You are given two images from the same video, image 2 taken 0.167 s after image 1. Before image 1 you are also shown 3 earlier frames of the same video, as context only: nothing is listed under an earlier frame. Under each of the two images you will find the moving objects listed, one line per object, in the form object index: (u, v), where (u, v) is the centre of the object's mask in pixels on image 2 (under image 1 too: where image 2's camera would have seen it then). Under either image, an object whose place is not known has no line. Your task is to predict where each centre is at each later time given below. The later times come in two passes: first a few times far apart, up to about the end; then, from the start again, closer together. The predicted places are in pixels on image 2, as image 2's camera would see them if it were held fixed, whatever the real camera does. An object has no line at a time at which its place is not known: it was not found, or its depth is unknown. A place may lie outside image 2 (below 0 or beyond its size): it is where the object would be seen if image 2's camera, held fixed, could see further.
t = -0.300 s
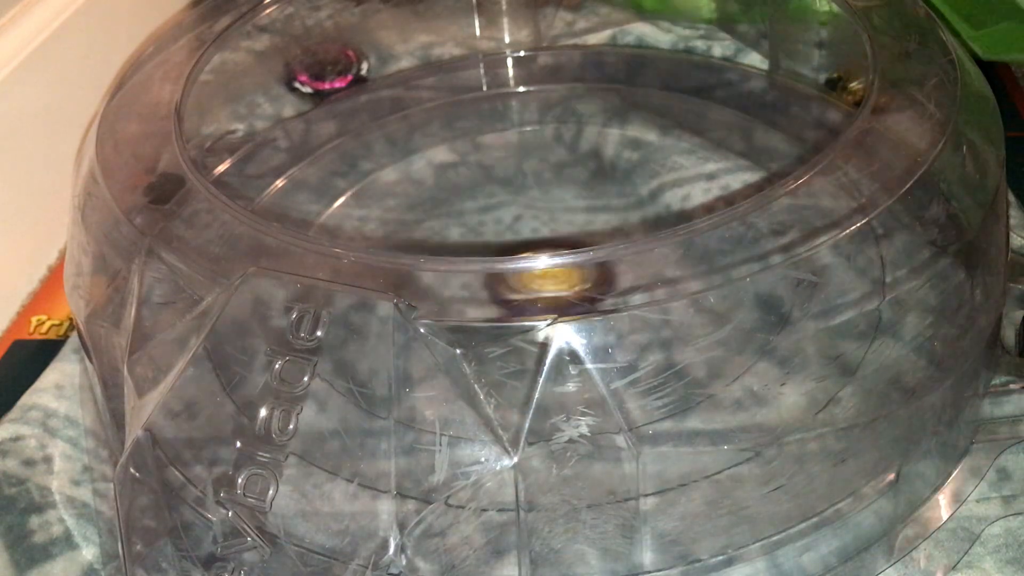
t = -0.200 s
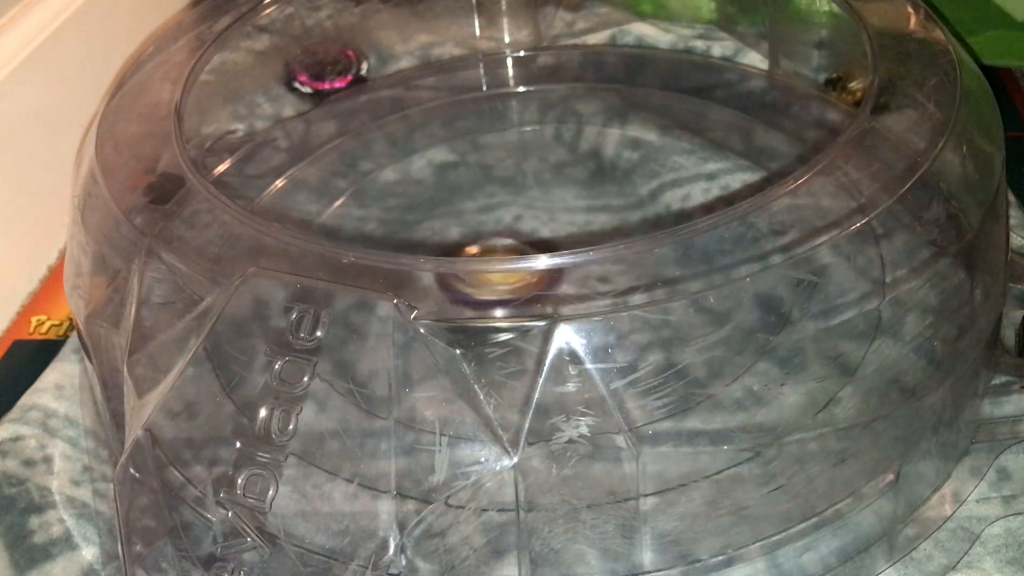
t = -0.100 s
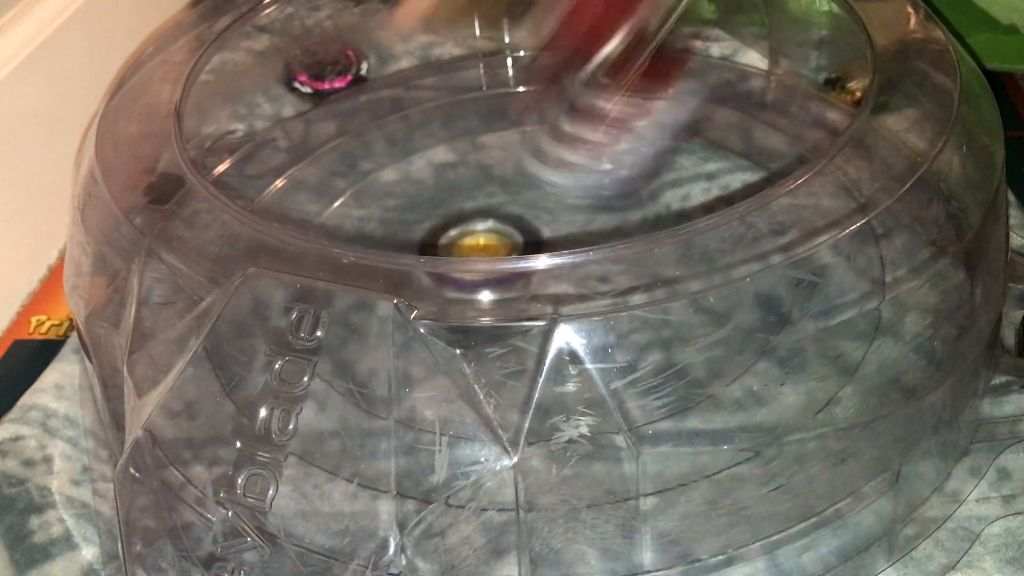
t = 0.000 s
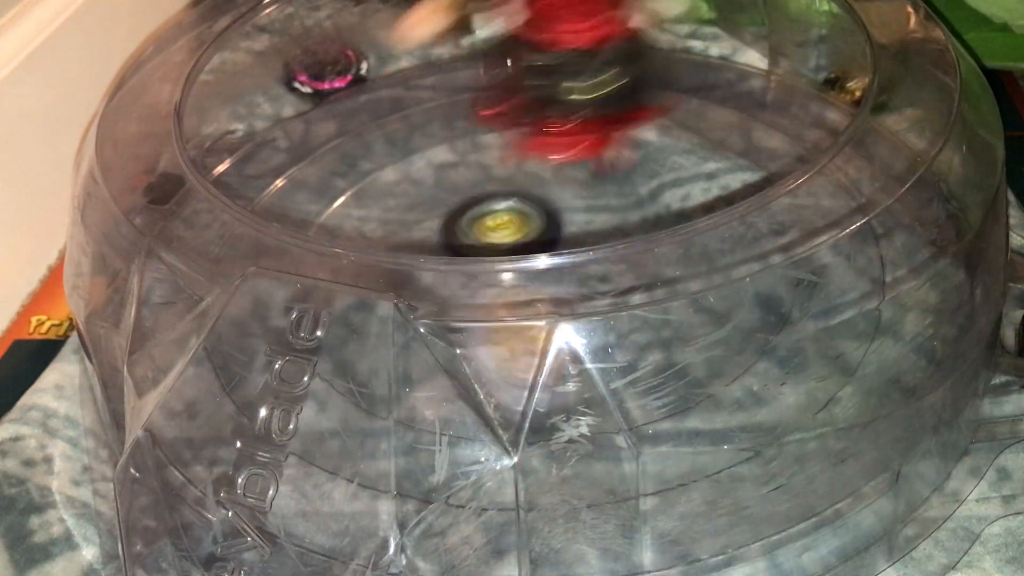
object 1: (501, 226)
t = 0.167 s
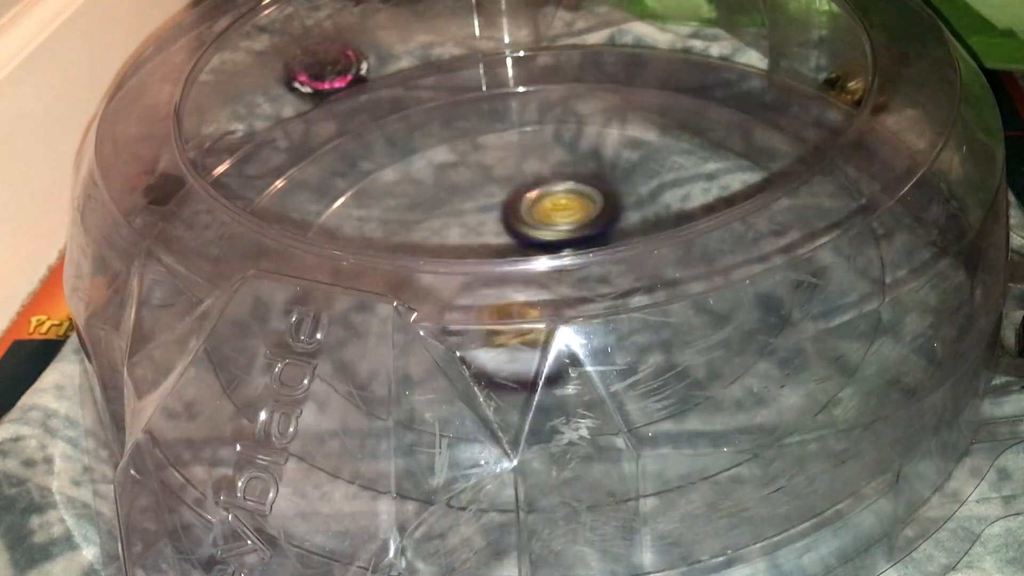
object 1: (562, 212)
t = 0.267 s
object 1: (587, 217)
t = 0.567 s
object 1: (610, 208)
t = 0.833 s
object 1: (593, 219)
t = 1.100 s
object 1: (578, 185)
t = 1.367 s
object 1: (575, 115)
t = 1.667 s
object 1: (525, 179)
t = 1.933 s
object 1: (413, 159)
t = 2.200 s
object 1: (357, 187)
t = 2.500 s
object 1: (445, 249)
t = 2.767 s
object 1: (419, 310)
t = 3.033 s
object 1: (505, 288)
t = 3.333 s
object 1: (474, 315)
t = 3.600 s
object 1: (570, 228)
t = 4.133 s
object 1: (683, 285)
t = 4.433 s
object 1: (511, 232)
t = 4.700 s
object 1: (508, 202)
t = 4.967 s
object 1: (533, 220)
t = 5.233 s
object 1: (543, 246)
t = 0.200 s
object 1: (572, 213)
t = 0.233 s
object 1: (580, 215)
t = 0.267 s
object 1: (587, 217)
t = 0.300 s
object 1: (597, 214)
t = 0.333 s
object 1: (606, 209)
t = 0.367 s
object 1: (610, 205)
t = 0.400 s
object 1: (611, 204)
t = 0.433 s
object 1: (609, 205)
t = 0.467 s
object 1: (605, 208)
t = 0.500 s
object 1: (599, 211)
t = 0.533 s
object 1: (597, 215)
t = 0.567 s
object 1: (610, 208)
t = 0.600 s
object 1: (617, 205)
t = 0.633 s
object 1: (620, 203)
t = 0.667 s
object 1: (620, 204)
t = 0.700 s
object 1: (618, 205)
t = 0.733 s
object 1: (614, 208)
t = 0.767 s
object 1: (608, 212)
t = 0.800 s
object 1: (601, 215)
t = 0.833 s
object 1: (593, 219)
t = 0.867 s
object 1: (591, 220)
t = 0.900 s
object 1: (592, 217)
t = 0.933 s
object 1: (591, 216)
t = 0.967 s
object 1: (588, 214)
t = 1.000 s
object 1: (584, 214)
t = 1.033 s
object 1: (577, 213)
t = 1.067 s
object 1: (575, 206)
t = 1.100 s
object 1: (578, 185)
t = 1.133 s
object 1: (580, 167)
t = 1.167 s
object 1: (582, 155)
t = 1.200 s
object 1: (581, 141)
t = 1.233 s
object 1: (580, 132)
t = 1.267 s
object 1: (580, 124)
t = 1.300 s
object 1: (578, 119)
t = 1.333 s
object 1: (577, 117)
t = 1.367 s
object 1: (575, 115)
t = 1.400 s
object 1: (572, 116)
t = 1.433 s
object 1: (569, 120)
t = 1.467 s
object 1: (565, 126)
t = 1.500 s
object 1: (561, 134)
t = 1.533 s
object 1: (557, 144)
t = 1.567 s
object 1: (551, 156)
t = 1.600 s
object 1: (546, 168)
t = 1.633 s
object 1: (539, 184)
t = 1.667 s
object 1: (525, 179)
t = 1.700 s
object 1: (511, 168)
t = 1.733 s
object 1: (497, 162)
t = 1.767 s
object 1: (483, 159)
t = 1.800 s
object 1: (470, 157)
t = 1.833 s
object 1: (455, 156)
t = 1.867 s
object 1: (441, 156)
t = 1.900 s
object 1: (427, 158)
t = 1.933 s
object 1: (413, 159)
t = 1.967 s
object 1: (400, 161)
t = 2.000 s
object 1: (388, 164)
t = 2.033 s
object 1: (377, 168)
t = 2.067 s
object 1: (369, 172)
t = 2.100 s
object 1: (363, 176)
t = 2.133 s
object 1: (359, 179)
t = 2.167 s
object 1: (356, 184)
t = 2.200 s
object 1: (357, 187)
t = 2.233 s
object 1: (361, 195)
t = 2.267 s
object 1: (368, 199)
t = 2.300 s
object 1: (378, 204)
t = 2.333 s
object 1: (391, 210)
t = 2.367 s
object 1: (406, 215)
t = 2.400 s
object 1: (422, 219)
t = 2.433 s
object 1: (438, 224)
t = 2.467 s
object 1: (455, 239)
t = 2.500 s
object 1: (445, 249)
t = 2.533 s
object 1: (435, 259)
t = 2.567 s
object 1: (430, 272)
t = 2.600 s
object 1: (425, 274)
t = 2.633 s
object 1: (418, 293)
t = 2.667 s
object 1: (416, 307)
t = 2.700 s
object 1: (415, 308)
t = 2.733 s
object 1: (417, 307)
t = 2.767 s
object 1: (419, 310)
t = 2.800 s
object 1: (424, 312)
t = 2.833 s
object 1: (431, 311)
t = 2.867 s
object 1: (441, 310)
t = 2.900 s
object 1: (452, 310)
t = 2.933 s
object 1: (464, 310)
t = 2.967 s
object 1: (476, 309)
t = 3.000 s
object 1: (493, 300)
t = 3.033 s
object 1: (505, 288)
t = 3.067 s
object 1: (521, 285)
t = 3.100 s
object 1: (519, 294)
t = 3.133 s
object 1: (497, 299)
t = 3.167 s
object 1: (480, 313)
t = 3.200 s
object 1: (474, 316)
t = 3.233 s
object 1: (471, 319)
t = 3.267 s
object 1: (471, 319)
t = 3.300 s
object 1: (473, 318)
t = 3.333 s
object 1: (474, 315)
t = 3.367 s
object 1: (477, 312)
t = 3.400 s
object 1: (485, 298)
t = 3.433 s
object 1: (492, 295)
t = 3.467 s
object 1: (500, 288)
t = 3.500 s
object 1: (513, 271)
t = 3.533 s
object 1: (527, 246)
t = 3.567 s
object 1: (545, 237)
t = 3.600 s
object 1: (570, 228)
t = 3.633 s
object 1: (597, 219)
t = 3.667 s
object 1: (622, 209)
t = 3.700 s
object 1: (641, 200)
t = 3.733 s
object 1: (664, 195)
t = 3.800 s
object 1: (694, 190)
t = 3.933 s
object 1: (742, 230)
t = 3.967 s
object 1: (743, 240)
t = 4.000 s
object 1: (742, 258)
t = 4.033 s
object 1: (730, 267)
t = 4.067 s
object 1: (716, 274)
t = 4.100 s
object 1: (701, 279)
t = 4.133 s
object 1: (683, 285)
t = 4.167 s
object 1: (663, 287)
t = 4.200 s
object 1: (642, 288)
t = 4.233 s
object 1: (619, 288)
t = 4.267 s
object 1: (596, 286)
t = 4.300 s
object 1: (575, 280)
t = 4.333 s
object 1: (553, 274)
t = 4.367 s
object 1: (533, 268)
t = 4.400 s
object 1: (519, 250)
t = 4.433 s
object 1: (511, 232)
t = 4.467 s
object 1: (502, 229)
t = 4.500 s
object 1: (497, 222)
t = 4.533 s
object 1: (495, 219)
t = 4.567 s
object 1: (496, 215)
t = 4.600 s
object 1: (499, 210)
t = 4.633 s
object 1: (502, 205)
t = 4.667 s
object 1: (505, 202)
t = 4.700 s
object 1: (508, 202)
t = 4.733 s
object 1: (512, 202)
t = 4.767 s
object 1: (515, 205)
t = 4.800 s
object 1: (519, 208)
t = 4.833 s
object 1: (522, 211)
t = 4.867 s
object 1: (525, 214)
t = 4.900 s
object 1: (528, 216)
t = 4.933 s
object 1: (531, 218)
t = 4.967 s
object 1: (533, 220)
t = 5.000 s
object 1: (534, 222)
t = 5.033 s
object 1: (536, 223)
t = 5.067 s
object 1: (539, 233)
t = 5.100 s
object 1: (541, 236)
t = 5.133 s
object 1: (541, 239)
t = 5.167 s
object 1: (542, 240)
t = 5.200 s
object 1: (542, 243)
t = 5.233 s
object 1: (543, 246)
